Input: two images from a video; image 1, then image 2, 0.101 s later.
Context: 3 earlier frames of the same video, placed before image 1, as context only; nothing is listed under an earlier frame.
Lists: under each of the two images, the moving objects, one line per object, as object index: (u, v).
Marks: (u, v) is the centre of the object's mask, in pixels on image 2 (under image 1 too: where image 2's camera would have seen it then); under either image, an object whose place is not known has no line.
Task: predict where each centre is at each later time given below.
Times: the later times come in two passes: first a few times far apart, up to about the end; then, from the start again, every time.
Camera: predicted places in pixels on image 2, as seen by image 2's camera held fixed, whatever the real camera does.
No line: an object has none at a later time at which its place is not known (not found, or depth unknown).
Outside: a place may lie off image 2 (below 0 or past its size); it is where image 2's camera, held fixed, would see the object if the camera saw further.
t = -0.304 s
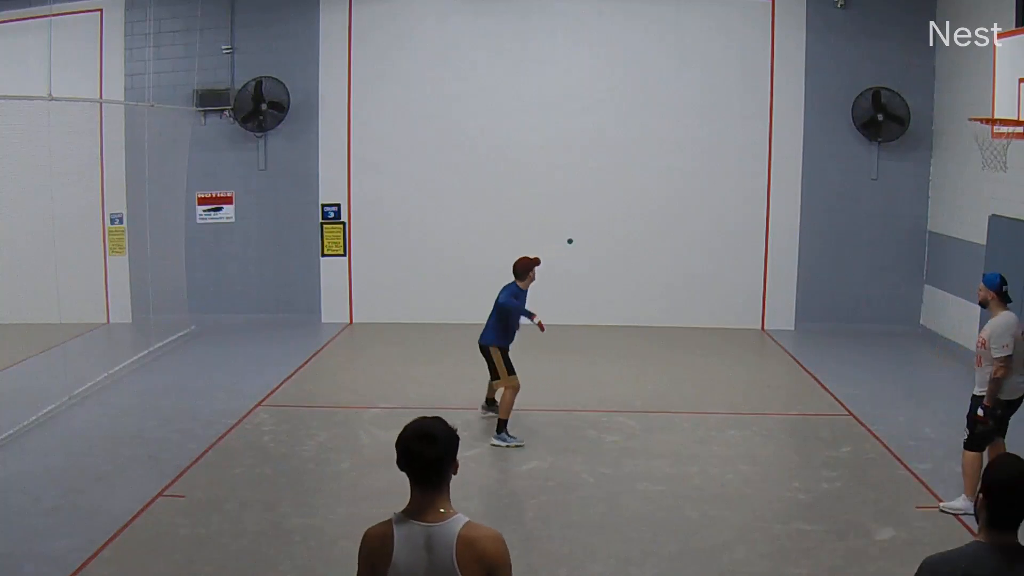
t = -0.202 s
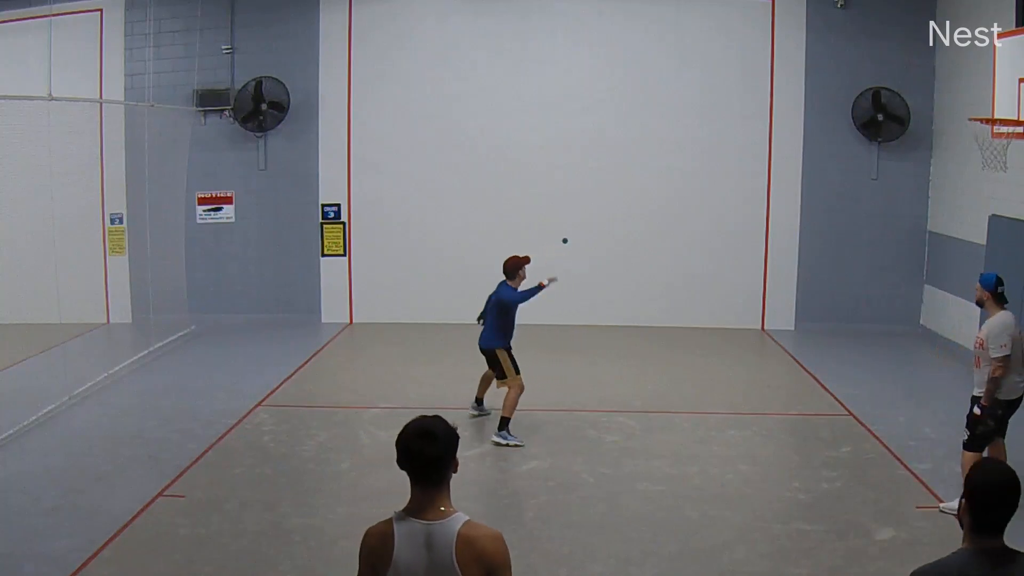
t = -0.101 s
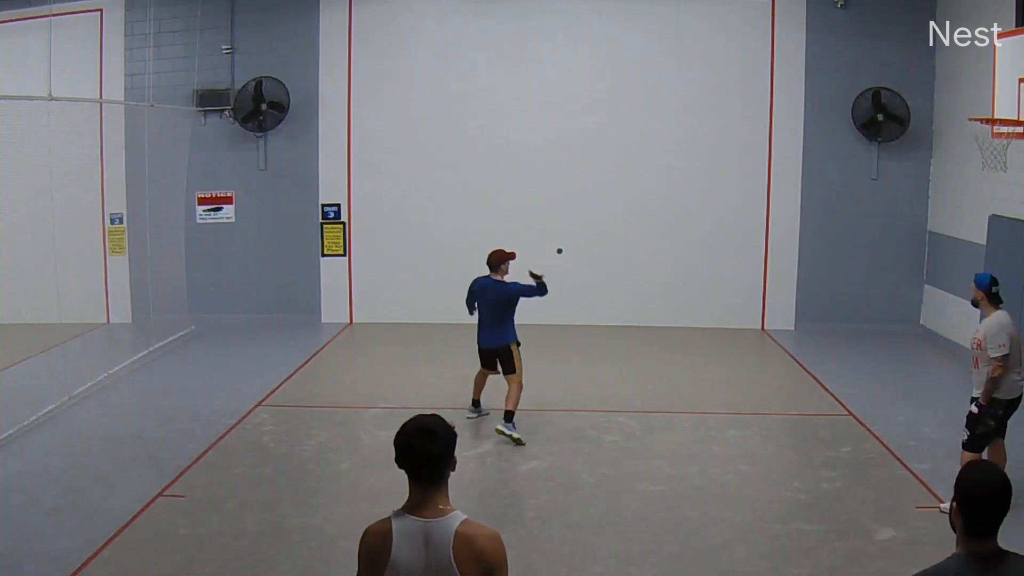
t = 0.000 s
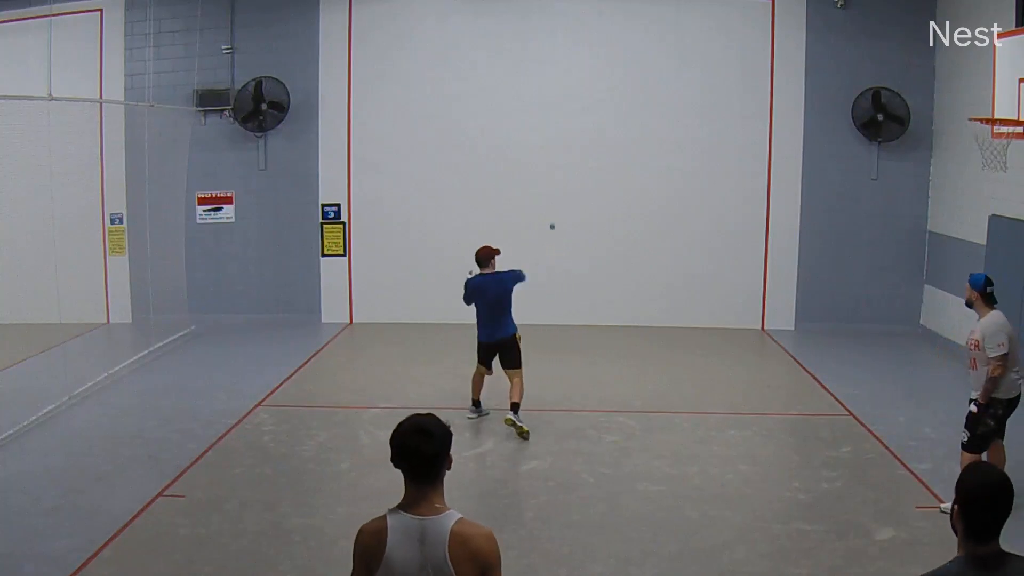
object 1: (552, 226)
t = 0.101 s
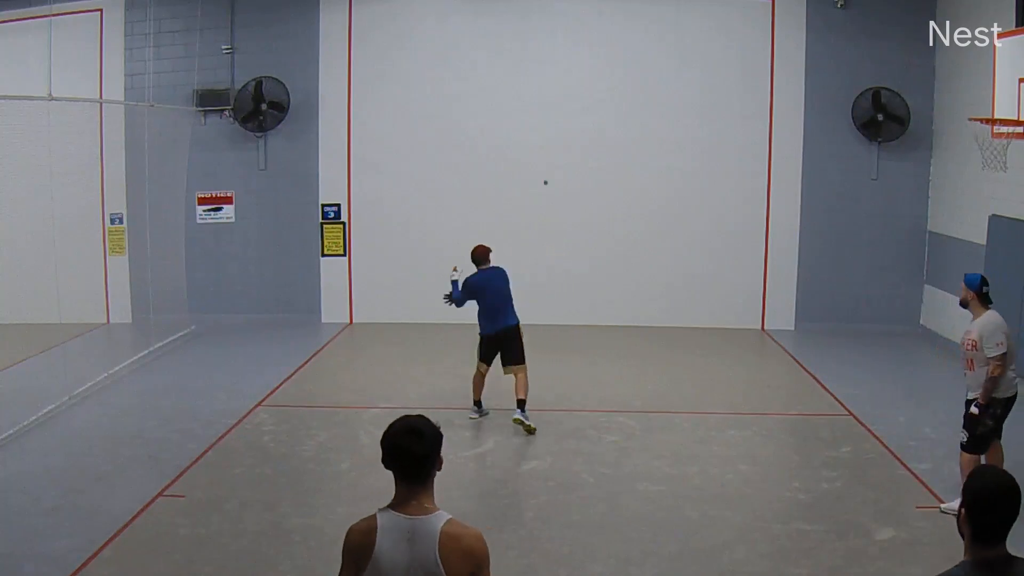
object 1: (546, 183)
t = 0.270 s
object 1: (535, 150)
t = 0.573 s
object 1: (486, 159)
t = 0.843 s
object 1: (410, 268)
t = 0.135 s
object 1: (544, 173)
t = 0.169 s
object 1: (543, 164)
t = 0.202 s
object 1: (541, 158)
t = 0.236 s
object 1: (539, 154)
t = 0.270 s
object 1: (535, 150)
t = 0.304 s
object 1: (531, 148)
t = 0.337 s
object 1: (527, 146)
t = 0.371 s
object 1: (522, 145)
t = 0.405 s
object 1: (517, 145)
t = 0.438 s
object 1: (511, 146)
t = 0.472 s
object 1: (506, 147)
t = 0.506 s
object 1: (500, 150)
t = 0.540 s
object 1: (493, 154)
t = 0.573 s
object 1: (486, 159)
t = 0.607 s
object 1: (479, 166)
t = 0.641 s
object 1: (471, 174)
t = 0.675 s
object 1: (463, 184)
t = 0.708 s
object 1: (454, 196)
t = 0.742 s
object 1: (444, 210)
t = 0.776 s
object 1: (433, 227)
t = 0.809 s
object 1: (422, 246)
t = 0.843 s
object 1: (410, 268)
